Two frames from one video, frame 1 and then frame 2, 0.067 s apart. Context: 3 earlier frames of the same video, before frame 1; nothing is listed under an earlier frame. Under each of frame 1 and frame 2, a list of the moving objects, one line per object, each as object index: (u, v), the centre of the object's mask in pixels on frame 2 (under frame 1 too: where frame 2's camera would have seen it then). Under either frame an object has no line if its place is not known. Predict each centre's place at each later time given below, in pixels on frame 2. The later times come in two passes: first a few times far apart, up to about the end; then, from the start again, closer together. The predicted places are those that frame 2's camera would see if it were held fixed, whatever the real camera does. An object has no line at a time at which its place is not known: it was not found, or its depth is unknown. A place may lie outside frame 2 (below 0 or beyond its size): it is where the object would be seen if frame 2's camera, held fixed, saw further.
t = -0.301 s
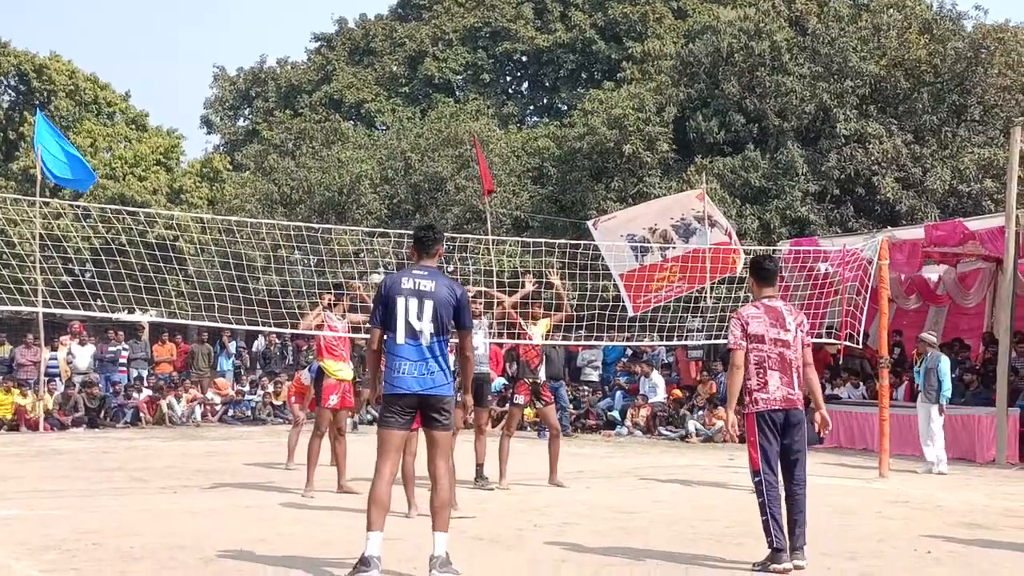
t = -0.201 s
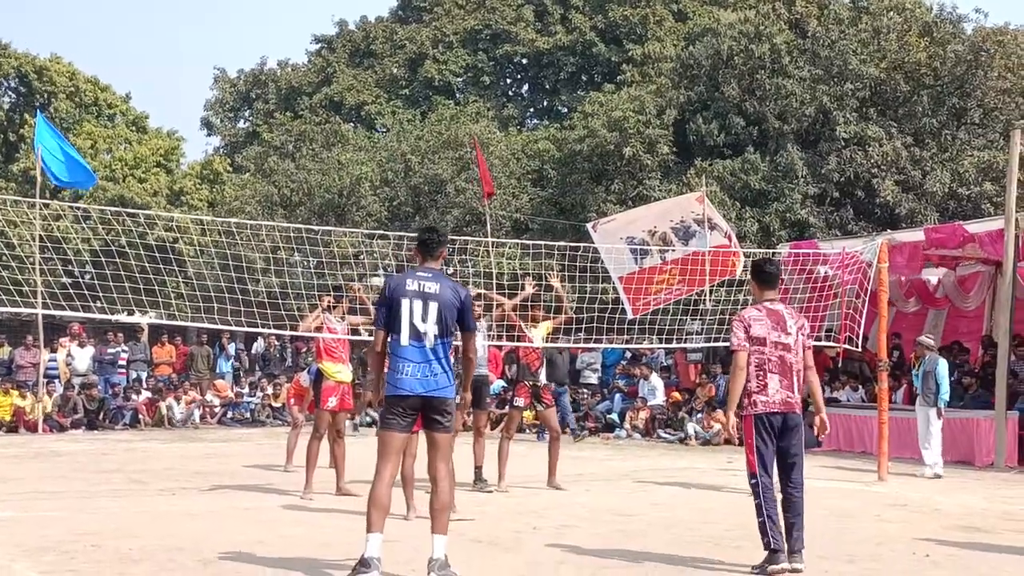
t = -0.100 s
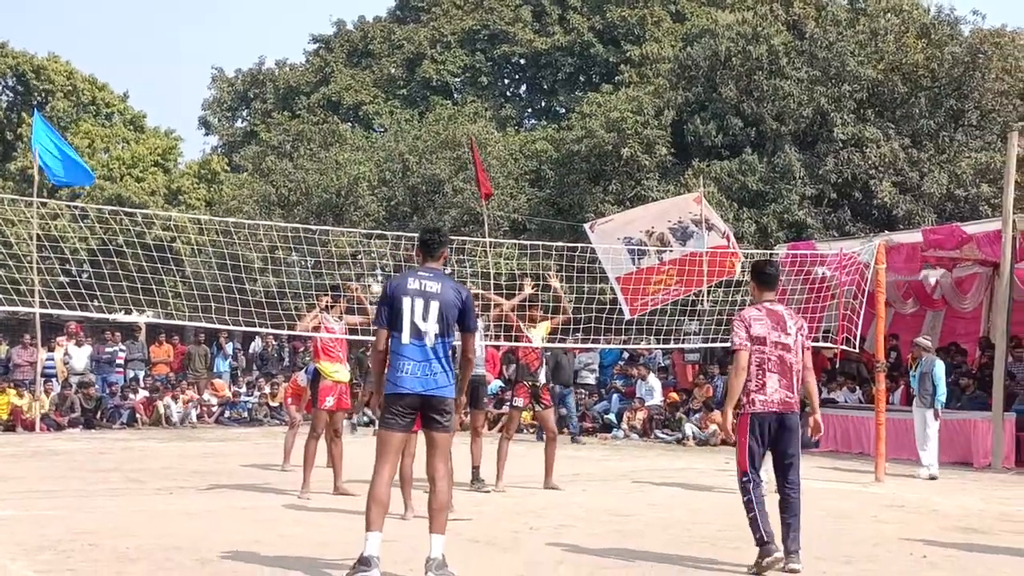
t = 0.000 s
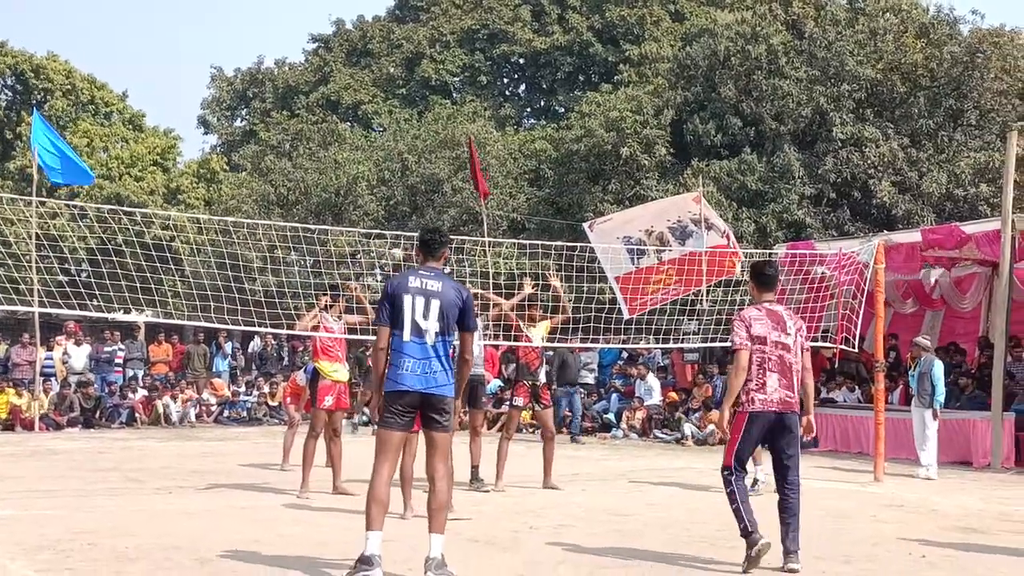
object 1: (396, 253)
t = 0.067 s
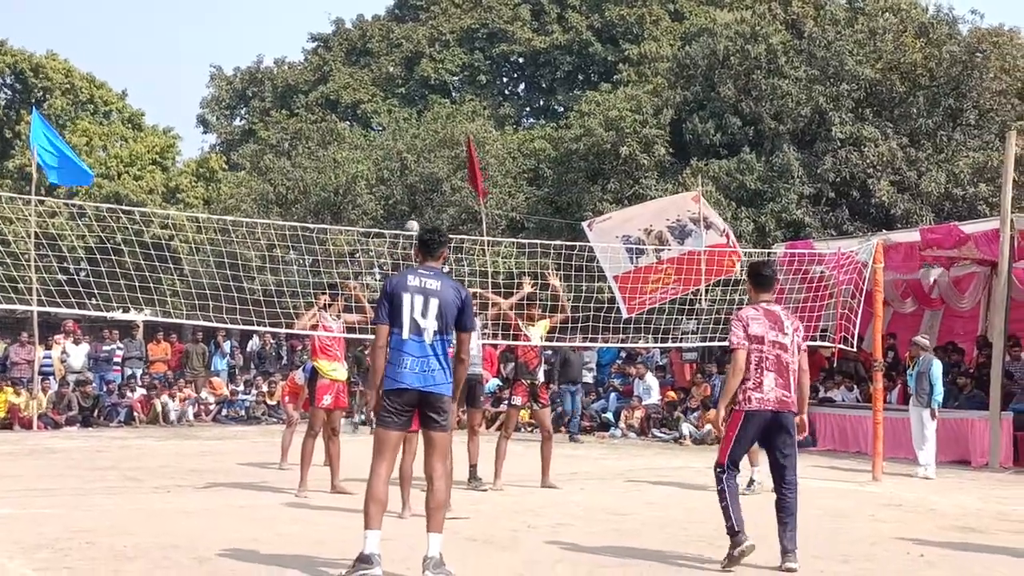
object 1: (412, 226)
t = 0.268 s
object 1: (468, 157)
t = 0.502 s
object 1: (541, 104)
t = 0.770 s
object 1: (643, 92)
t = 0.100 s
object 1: (420, 214)
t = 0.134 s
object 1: (430, 202)
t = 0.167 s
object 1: (440, 189)
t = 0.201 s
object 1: (450, 177)
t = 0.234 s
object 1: (459, 167)
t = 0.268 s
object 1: (468, 157)
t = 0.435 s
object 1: (520, 117)
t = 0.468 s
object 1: (530, 110)
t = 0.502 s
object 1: (541, 104)
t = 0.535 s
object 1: (553, 99)
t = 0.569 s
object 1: (564, 97)
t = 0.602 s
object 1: (577, 94)
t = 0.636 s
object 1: (588, 92)
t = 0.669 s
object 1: (603, 90)
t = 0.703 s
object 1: (616, 89)
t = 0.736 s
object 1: (628, 92)
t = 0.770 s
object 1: (643, 92)
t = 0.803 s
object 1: (657, 98)
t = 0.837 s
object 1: (672, 102)
